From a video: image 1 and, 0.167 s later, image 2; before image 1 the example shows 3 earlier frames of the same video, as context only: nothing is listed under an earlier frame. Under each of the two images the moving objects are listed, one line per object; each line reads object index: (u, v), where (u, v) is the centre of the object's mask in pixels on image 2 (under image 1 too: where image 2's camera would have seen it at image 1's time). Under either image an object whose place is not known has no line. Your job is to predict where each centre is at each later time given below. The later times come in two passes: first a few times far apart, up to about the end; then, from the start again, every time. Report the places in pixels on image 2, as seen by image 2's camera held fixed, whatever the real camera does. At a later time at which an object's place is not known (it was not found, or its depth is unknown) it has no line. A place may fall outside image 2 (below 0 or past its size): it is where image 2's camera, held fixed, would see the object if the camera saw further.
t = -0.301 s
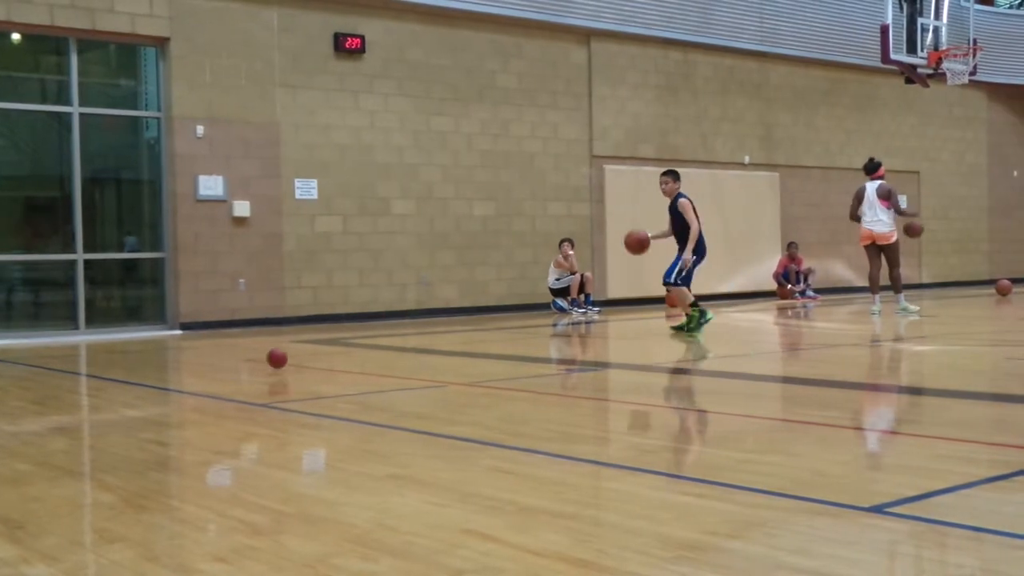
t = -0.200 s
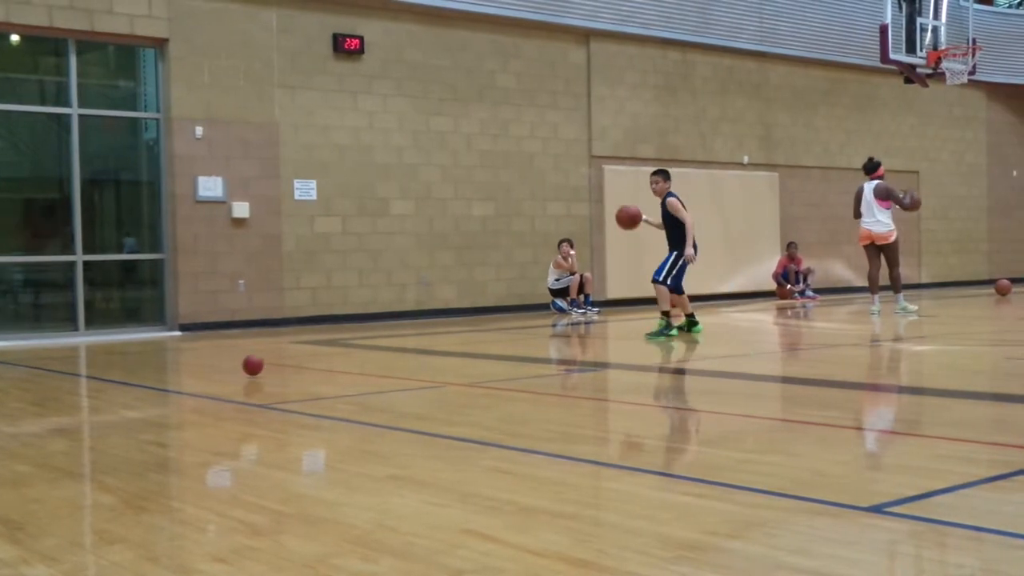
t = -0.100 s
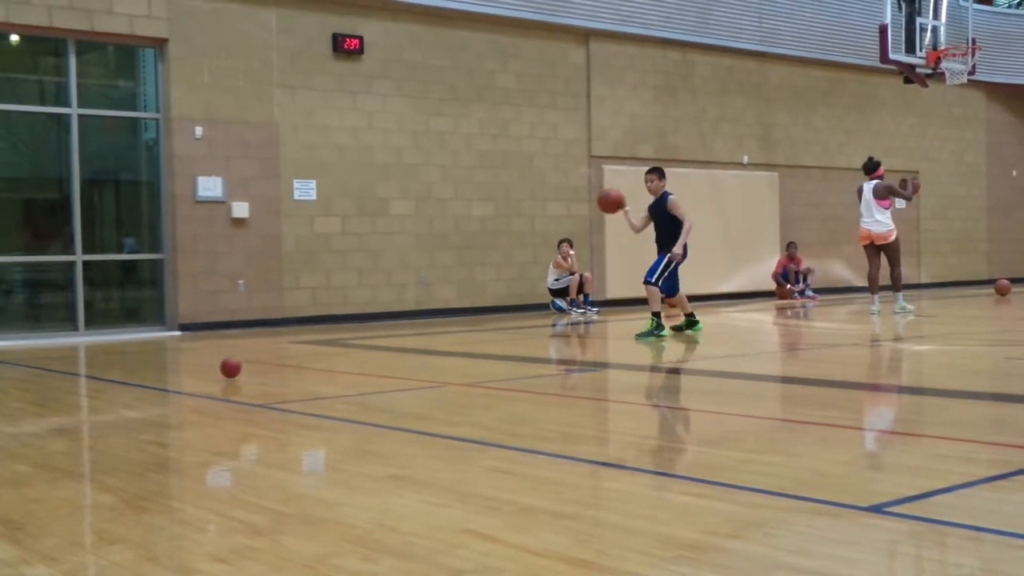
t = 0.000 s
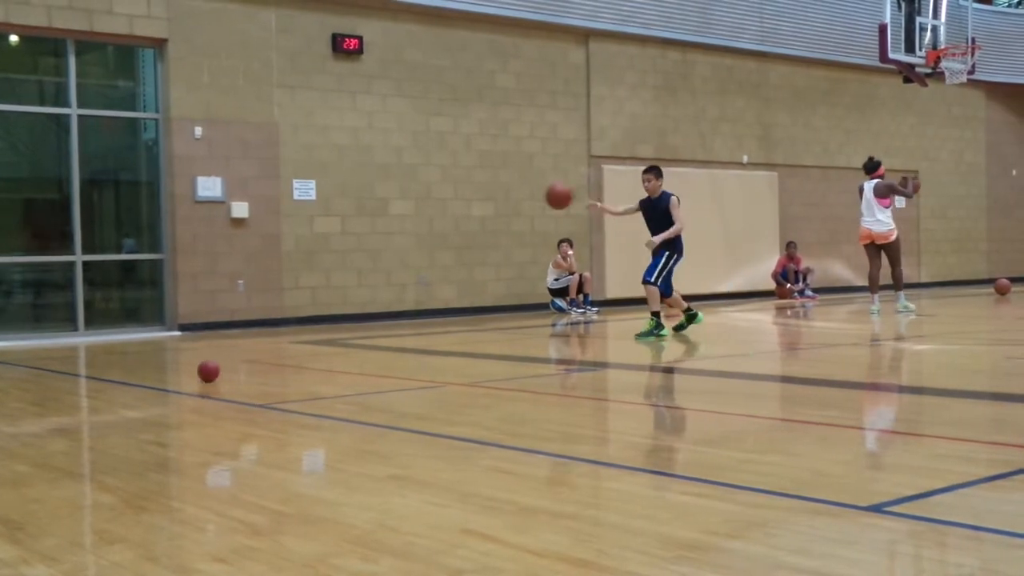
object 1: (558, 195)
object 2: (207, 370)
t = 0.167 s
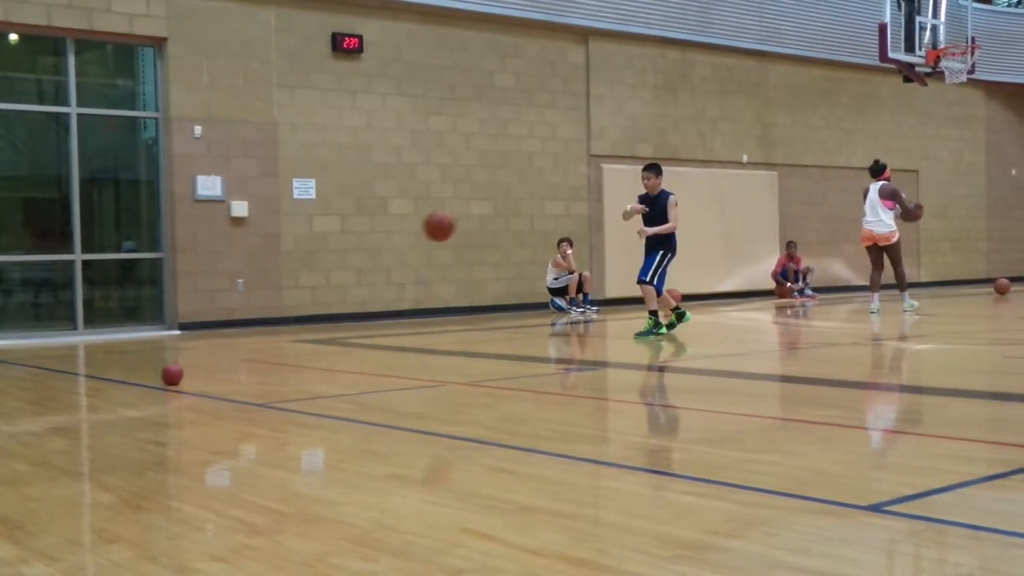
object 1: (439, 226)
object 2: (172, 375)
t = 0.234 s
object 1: (381, 252)
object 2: (158, 376)
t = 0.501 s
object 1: (137, 316)
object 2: (102, 381)
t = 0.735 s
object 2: (52, 388)
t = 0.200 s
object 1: (411, 238)
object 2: (165, 375)
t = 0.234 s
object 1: (381, 252)
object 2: (158, 376)
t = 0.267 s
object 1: (351, 268)
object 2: (150, 377)
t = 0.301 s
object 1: (317, 286)
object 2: (143, 377)
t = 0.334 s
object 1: (282, 308)
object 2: (136, 377)
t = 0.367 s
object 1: (247, 331)
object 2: (129, 378)
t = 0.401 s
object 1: (207, 360)
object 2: (122, 379)
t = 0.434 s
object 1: (181, 350)
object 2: (115, 380)
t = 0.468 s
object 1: (159, 332)
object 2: (108, 380)
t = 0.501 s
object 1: (137, 316)
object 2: (102, 381)
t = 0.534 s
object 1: (114, 302)
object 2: (94, 383)
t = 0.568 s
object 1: (91, 288)
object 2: (87, 383)
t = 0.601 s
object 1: (66, 276)
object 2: (80, 383)
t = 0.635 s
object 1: (40, 265)
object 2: (73, 384)
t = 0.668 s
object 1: (18, 255)
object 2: (66, 385)
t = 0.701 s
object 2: (59, 386)
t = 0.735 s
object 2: (52, 388)
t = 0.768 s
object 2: (45, 388)
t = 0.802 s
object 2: (39, 388)
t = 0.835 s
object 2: (32, 389)
